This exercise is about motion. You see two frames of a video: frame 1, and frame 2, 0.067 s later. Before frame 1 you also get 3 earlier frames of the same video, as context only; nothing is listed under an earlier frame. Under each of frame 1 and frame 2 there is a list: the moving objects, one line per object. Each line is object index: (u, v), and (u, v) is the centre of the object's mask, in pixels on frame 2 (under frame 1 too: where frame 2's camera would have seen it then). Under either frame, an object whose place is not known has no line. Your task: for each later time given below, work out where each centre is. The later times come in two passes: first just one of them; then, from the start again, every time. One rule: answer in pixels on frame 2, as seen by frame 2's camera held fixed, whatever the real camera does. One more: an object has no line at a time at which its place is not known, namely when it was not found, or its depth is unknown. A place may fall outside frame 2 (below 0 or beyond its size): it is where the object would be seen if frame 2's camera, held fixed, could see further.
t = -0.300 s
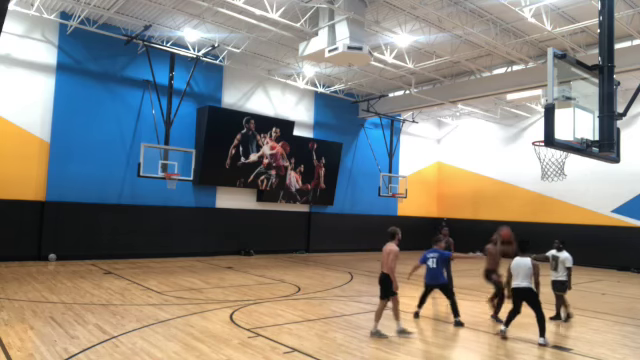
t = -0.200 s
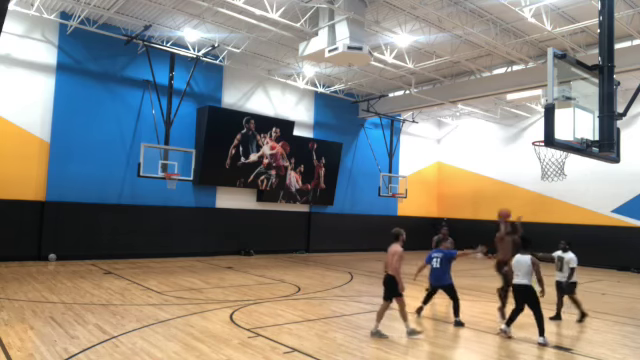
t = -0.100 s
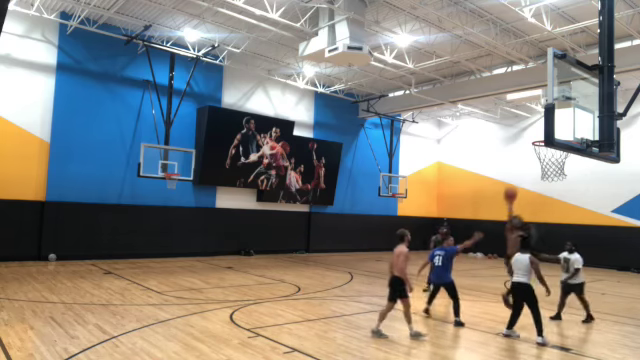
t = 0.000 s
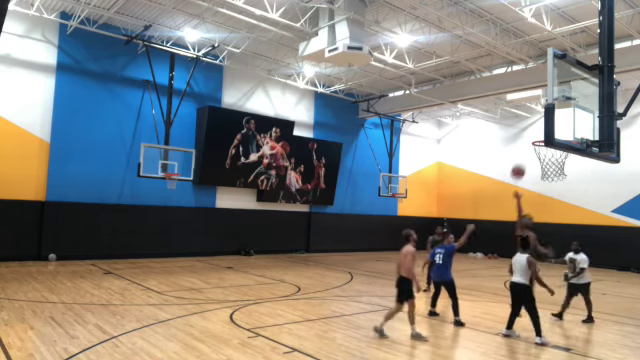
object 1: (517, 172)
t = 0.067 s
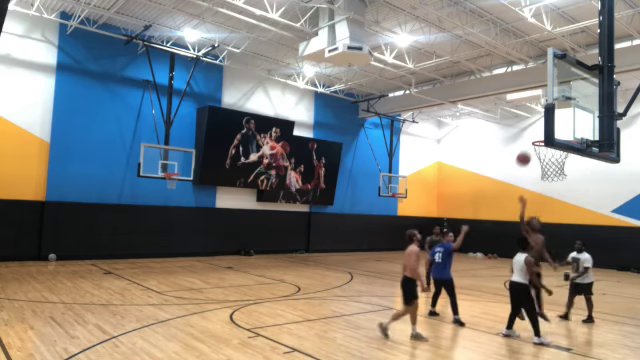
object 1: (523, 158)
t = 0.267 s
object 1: (539, 131)
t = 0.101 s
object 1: (526, 152)
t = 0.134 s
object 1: (528, 147)
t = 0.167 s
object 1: (532, 142)
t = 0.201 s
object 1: (535, 138)
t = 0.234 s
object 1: (537, 134)
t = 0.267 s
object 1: (539, 131)
